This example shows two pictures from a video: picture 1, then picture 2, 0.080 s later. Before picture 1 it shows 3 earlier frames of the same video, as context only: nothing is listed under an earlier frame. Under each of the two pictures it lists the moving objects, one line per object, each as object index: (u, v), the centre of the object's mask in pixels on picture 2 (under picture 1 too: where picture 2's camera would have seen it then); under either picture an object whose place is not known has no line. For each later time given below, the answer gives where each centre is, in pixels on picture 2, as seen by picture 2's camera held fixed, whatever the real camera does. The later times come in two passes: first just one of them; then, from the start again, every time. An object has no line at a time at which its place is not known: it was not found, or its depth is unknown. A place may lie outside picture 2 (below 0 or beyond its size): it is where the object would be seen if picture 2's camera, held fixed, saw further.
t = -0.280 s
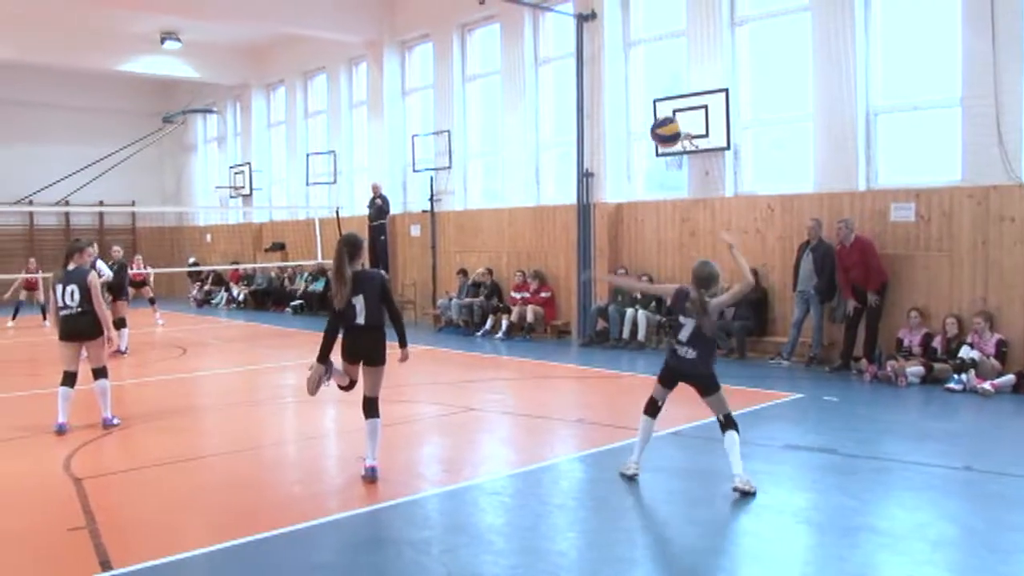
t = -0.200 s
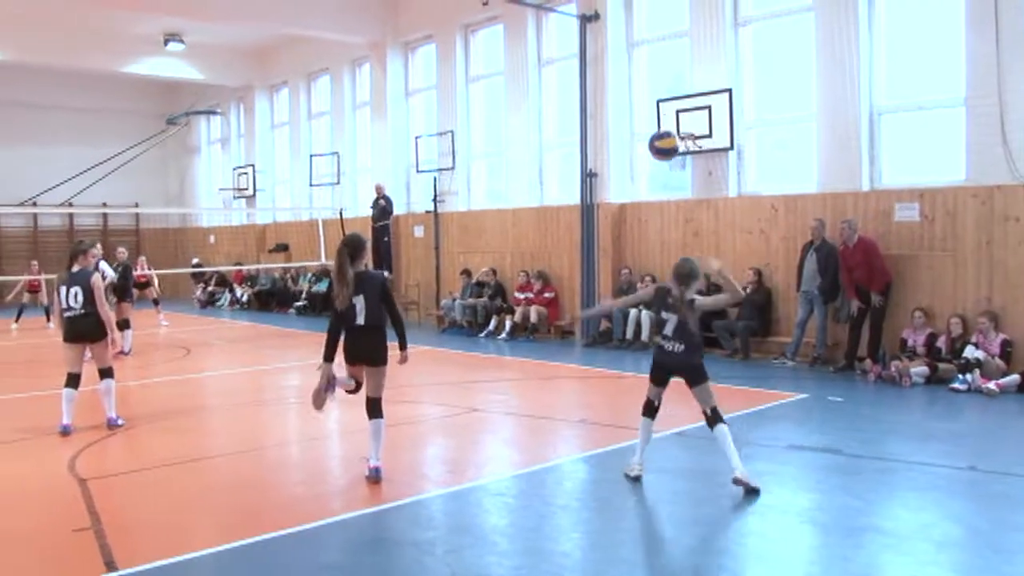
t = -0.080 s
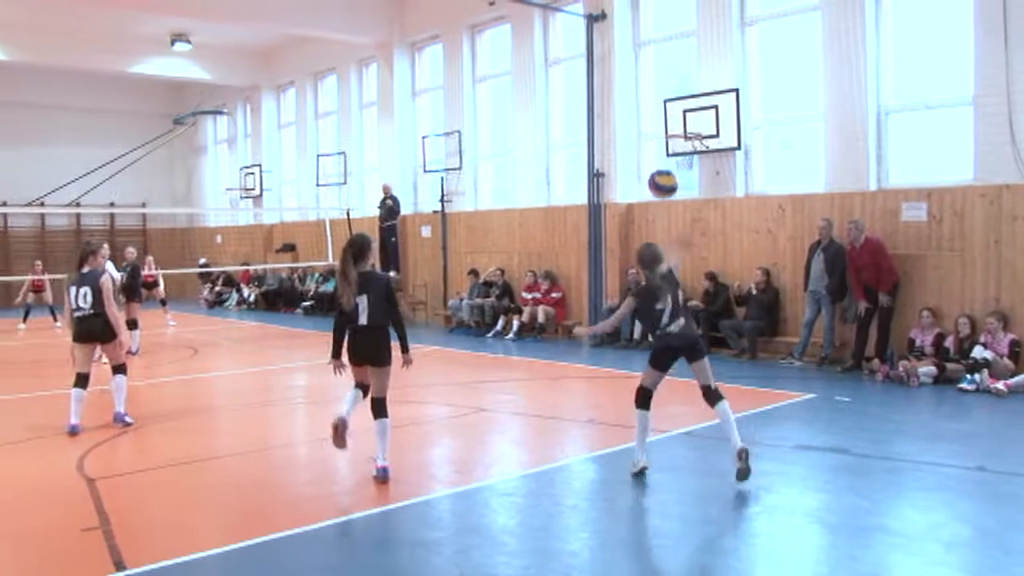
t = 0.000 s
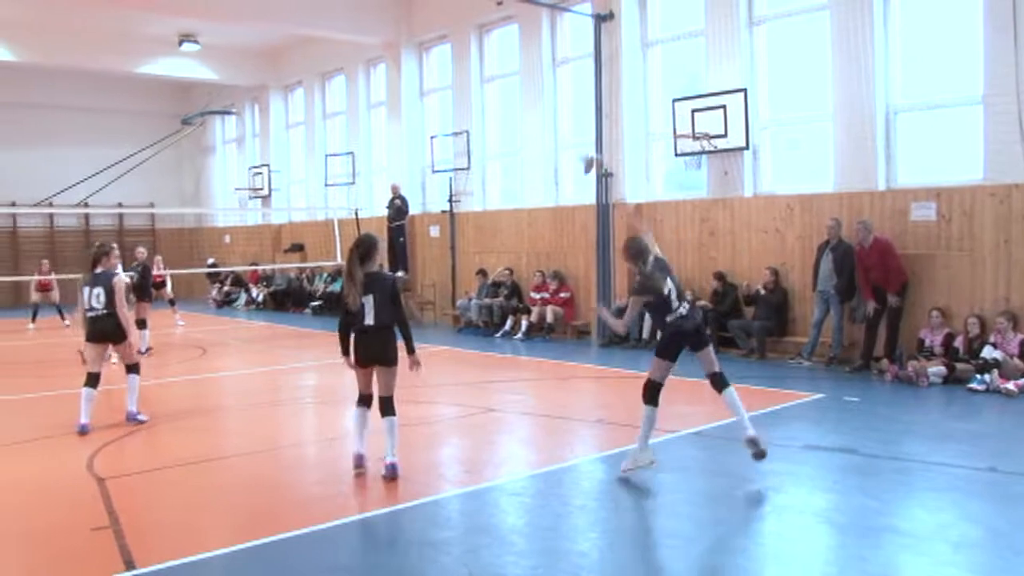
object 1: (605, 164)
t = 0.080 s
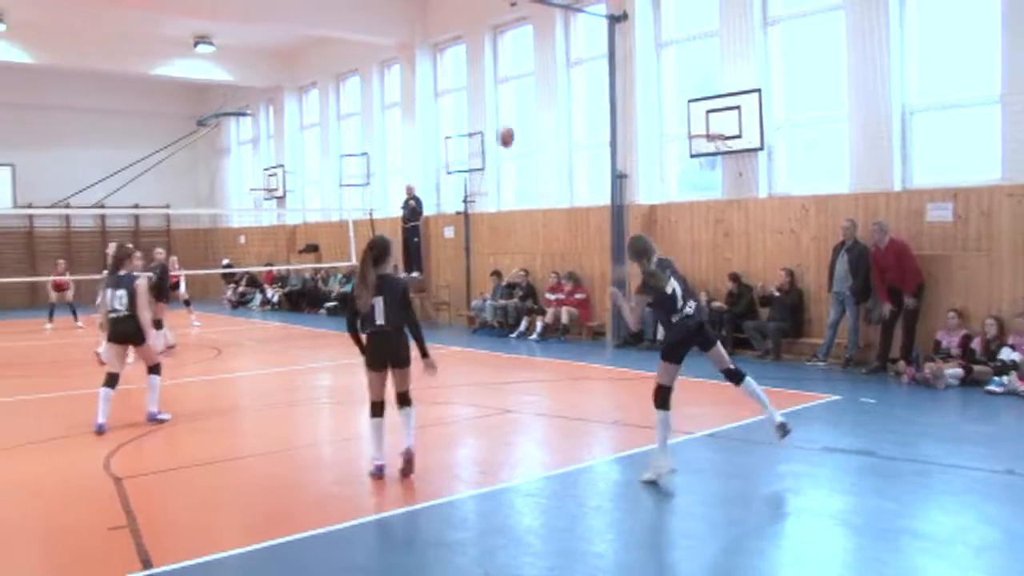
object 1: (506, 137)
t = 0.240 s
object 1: (386, 111)
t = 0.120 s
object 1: (473, 127)
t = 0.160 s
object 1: (438, 119)
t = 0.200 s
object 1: (410, 114)
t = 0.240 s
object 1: (386, 111)
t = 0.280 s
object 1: (365, 109)
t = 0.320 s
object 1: (345, 110)
